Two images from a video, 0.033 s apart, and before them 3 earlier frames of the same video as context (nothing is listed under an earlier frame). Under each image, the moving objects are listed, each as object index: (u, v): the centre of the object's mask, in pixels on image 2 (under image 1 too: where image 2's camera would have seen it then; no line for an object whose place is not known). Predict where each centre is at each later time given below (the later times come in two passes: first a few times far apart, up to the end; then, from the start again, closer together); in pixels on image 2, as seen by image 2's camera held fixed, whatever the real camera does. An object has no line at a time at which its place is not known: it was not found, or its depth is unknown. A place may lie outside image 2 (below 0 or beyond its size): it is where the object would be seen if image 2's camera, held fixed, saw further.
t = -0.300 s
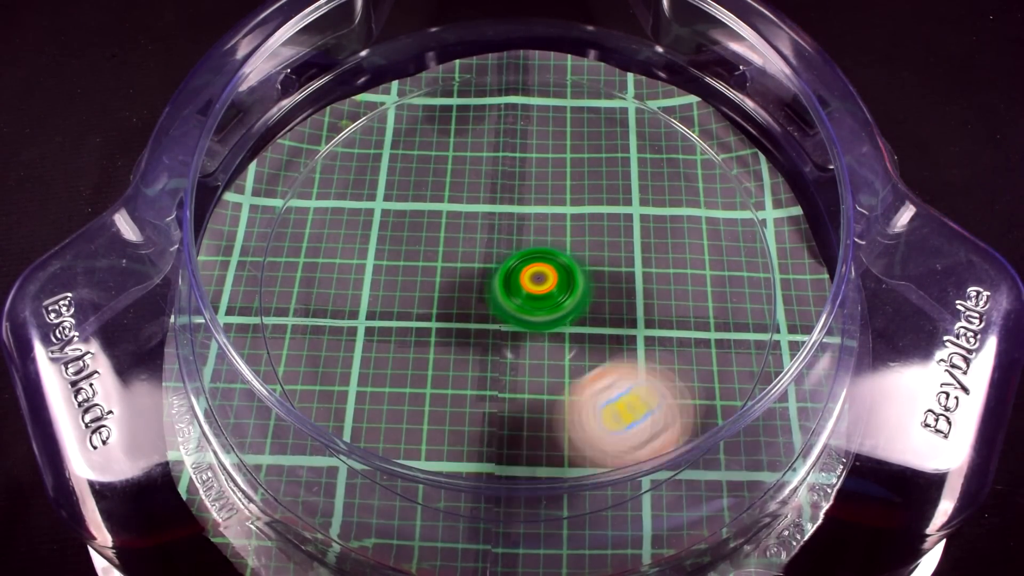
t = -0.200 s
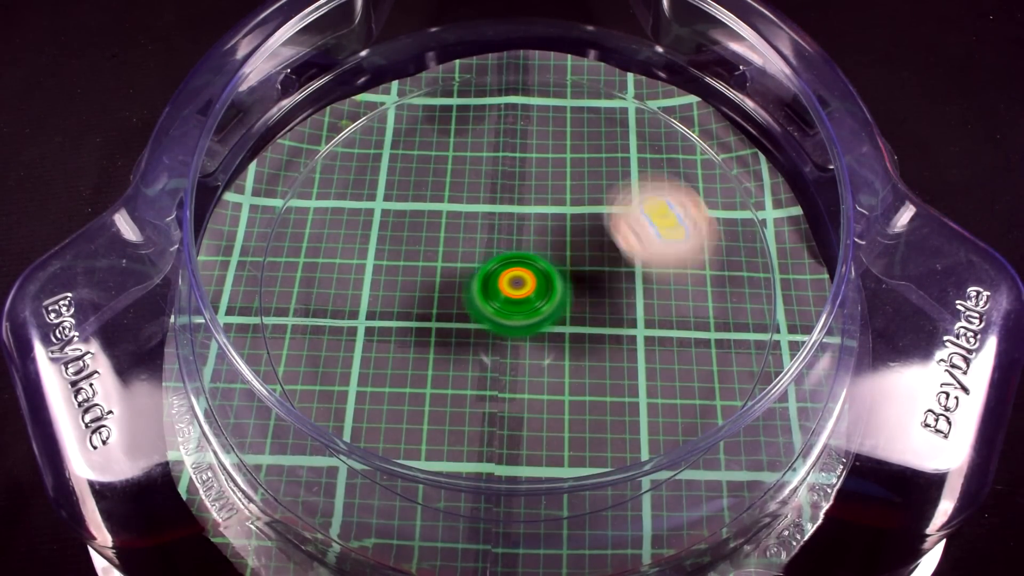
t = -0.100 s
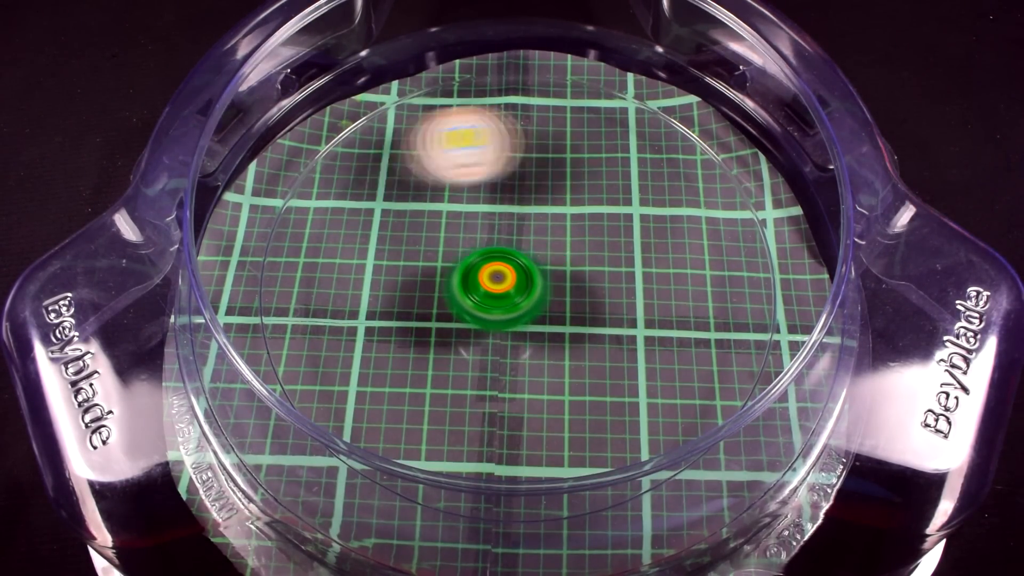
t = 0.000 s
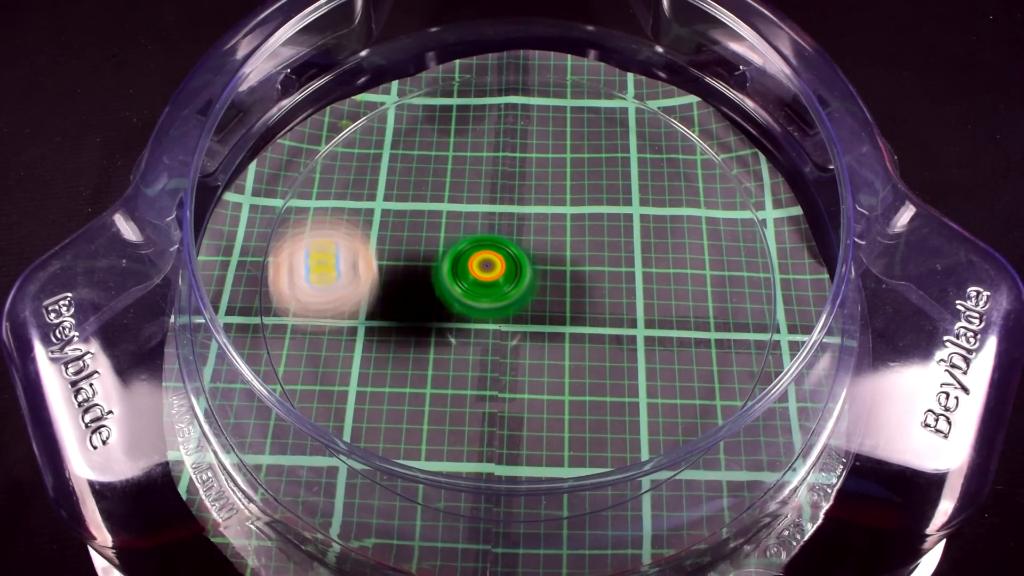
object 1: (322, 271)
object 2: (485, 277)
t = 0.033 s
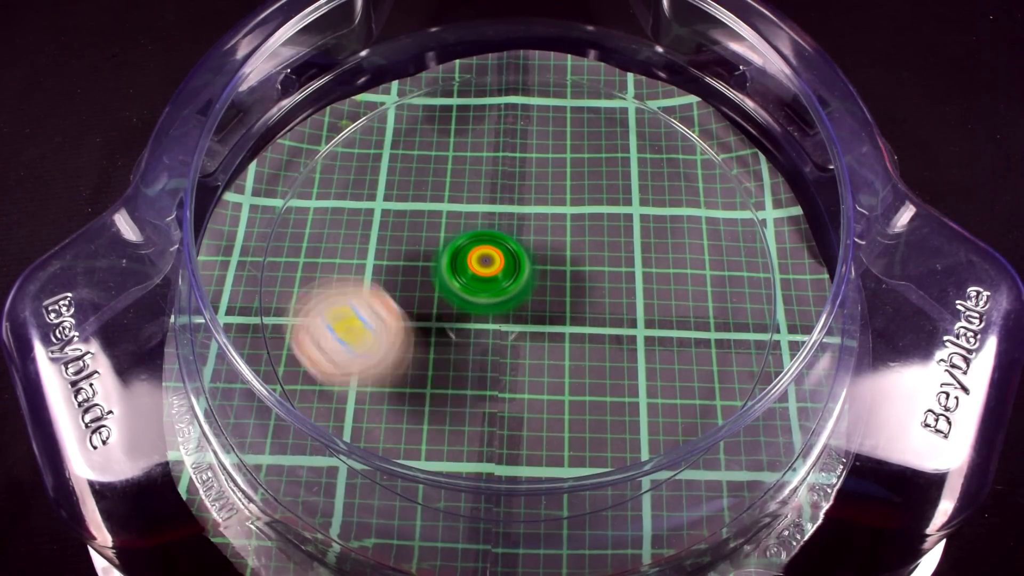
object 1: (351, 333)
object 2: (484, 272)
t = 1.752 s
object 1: (459, 331)
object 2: (478, 212)
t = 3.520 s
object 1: (600, 189)
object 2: (513, 251)
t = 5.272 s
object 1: (516, 165)
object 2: (503, 286)
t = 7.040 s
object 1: (493, 231)
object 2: (592, 281)
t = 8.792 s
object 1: (551, 249)
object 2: (446, 260)
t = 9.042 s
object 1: (554, 244)
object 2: (449, 257)
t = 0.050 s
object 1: (381, 360)
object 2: (485, 270)
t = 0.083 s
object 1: (461, 390)
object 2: (485, 263)
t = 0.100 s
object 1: (506, 389)
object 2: (487, 261)
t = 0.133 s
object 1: (583, 359)
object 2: (490, 254)
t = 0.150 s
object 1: (612, 336)
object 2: (492, 252)
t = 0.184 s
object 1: (652, 270)
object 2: (496, 247)
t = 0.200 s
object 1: (658, 237)
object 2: (498, 245)
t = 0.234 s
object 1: (644, 176)
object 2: (503, 241)
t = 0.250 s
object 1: (626, 152)
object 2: (505, 239)
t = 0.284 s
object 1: (575, 116)
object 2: (510, 237)
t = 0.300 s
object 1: (544, 108)
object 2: (512, 237)
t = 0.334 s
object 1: (481, 113)
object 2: (519, 237)
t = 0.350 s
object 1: (453, 126)
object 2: (523, 237)
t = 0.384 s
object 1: (407, 171)
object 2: (529, 239)
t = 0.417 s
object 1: (390, 234)
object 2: (534, 242)
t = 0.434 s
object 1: (394, 270)
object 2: (538, 243)
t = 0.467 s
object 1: (431, 332)
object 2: (543, 247)
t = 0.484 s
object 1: (458, 356)
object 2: (545, 248)
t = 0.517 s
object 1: (531, 384)
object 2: (549, 252)
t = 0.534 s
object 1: (568, 386)
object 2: (550, 254)
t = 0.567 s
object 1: (640, 364)
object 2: (551, 258)
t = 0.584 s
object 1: (664, 343)
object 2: (551, 260)
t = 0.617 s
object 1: (690, 290)
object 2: (551, 265)
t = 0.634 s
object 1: (691, 266)
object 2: (550, 268)
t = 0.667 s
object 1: (668, 218)
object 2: (547, 272)
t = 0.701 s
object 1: (620, 183)
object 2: (541, 275)
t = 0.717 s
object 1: (590, 172)
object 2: (538, 278)
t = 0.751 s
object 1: (527, 167)
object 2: (533, 281)
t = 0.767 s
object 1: (496, 171)
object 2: (529, 282)
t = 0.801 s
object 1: (438, 196)
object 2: (523, 284)
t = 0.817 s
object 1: (412, 215)
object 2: (518, 285)
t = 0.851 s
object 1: (382, 264)
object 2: (512, 287)
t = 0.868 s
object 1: (380, 287)
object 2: (509, 287)
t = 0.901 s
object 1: (395, 335)
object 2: (505, 286)
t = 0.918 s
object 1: (410, 352)
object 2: (503, 285)
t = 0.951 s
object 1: (451, 370)
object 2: (499, 283)
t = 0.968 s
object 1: (471, 371)
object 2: (498, 280)
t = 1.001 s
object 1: (505, 366)
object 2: (495, 275)
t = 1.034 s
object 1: (531, 357)
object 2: (492, 271)
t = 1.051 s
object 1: (539, 351)
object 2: (491, 269)
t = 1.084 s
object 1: (553, 341)
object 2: (489, 265)
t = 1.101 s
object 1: (558, 335)
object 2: (489, 263)
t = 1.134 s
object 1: (567, 323)
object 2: (489, 259)
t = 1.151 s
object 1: (571, 316)
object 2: (490, 257)
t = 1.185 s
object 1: (578, 303)
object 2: (492, 254)
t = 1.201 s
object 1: (580, 297)
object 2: (494, 251)
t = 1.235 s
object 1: (586, 287)
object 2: (497, 247)
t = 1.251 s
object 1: (591, 289)
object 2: (498, 242)
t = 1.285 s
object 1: (609, 291)
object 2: (504, 232)
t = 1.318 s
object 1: (616, 287)
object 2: (513, 230)
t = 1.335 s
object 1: (615, 284)
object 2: (518, 230)
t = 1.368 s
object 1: (613, 282)
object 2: (526, 229)
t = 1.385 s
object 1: (613, 284)
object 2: (528, 229)
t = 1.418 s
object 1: (616, 296)
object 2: (527, 223)
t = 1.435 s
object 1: (613, 299)
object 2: (527, 224)
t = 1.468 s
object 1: (601, 299)
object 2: (529, 229)
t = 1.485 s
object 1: (598, 301)
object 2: (527, 228)
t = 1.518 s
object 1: (590, 309)
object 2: (523, 227)
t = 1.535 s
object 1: (583, 311)
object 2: (521, 229)
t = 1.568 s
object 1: (565, 315)
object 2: (517, 231)
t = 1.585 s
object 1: (557, 333)
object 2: (510, 215)
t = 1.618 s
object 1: (536, 358)
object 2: (501, 202)
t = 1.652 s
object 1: (513, 364)
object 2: (492, 200)
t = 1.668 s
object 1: (502, 363)
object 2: (488, 199)
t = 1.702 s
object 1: (483, 354)
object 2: (482, 202)
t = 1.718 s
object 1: (475, 348)
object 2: (480, 205)
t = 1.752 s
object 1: (459, 331)
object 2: (478, 212)
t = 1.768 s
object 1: (452, 320)
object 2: (478, 217)
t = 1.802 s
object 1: (422, 318)
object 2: (494, 206)
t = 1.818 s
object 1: (390, 338)
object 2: (515, 187)
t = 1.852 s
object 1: (371, 350)
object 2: (545, 176)
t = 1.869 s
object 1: (374, 349)
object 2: (548, 176)
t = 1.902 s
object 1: (391, 342)
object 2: (550, 180)
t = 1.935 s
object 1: (413, 330)
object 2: (550, 187)
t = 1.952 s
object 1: (424, 321)
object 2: (550, 193)
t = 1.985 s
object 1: (448, 290)
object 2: (548, 206)
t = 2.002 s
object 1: (460, 271)
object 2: (547, 214)
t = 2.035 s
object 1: (436, 251)
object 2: (584, 215)
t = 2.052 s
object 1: (434, 245)
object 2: (592, 220)
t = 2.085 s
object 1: (437, 239)
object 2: (589, 230)
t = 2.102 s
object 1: (440, 237)
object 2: (585, 236)
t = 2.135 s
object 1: (450, 234)
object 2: (576, 248)
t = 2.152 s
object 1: (459, 232)
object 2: (570, 253)
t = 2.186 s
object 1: (462, 214)
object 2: (571, 277)
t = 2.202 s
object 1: (464, 208)
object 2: (568, 288)
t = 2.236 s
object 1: (472, 204)
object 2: (550, 297)
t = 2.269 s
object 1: (483, 203)
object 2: (524, 298)
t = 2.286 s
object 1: (488, 204)
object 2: (509, 296)
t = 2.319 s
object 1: (508, 195)
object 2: (483, 303)
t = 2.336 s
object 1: (519, 192)
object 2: (471, 303)
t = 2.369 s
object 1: (541, 194)
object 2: (455, 296)
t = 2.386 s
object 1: (553, 197)
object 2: (449, 291)
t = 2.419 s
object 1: (573, 204)
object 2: (444, 282)
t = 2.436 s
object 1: (581, 209)
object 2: (444, 276)
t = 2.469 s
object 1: (592, 222)
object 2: (450, 265)
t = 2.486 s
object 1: (595, 229)
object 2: (455, 259)
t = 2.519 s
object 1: (598, 246)
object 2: (472, 246)
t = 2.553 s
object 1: (596, 265)
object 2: (494, 233)
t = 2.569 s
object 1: (593, 275)
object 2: (504, 226)
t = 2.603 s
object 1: (583, 293)
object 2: (526, 217)
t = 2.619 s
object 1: (577, 301)
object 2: (537, 215)
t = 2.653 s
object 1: (560, 313)
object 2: (555, 213)
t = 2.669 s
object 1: (549, 318)
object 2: (561, 214)
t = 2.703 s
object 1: (528, 323)
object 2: (572, 220)
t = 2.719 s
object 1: (516, 324)
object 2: (576, 223)
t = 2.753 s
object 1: (496, 319)
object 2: (580, 233)
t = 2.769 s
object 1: (487, 316)
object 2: (580, 239)
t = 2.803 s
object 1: (469, 305)
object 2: (573, 254)
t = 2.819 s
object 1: (462, 299)
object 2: (568, 263)
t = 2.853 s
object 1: (434, 279)
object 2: (572, 286)
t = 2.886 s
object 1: (401, 255)
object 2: (573, 299)
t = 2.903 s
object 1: (389, 245)
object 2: (566, 302)
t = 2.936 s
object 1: (382, 231)
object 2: (547, 305)
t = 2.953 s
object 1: (385, 227)
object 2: (536, 305)
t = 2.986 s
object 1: (398, 223)
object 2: (510, 301)
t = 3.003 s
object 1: (408, 221)
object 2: (498, 298)
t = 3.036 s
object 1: (433, 207)
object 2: (483, 296)
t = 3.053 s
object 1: (448, 199)
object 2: (479, 295)
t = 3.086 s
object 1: (464, 191)
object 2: (476, 291)
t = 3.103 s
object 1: (471, 188)
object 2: (476, 290)
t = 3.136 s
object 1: (484, 183)
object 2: (475, 288)
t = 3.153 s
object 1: (490, 180)
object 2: (474, 287)
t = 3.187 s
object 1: (503, 175)
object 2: (474, 284)
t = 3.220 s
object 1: (515, 172)
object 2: (474, 281)
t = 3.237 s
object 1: (522, 171)
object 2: (475, 279)
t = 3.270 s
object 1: (534, 169)
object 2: (476, 276)
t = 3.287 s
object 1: (539, 168)
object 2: (478, 275)
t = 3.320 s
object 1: (550, 168)
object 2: (481, 271)
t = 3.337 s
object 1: (555, 169)
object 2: (484, 269)
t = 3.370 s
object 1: (565, 170)
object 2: (487, 265)
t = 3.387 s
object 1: (570, 171)
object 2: (491, 264)
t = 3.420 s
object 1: (578, 174)
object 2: (495, 259)
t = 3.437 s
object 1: (582, 176)
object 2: (498, 258)
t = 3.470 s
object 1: (590, 180)
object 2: (503, 255)
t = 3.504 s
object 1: (597, 186)
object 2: (509, 253)
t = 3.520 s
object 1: (600, 189)
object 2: (513, 251)
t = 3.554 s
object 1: (607, 195)
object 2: (518, 250)
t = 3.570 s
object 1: (616, 196)
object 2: (515, 250)
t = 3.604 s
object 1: (631, 200)
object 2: (509, 253)
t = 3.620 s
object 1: (637, 203)
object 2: (508, 253)
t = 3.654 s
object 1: (648, 208)
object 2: (507, 254)
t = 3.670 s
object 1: (652, 211)
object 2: (507, 253)
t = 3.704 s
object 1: (660, 218)
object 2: (509, 255)
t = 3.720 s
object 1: (662, 222)
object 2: (509, 255)
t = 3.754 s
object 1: (666, 229)
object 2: (509, 258)
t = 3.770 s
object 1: (667, 233)
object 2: (509, 258)
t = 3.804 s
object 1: (668, 240)
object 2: (510, 260)
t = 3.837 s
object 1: (667, 247)
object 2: (510, 260)
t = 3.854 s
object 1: (665, 251)
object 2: (510, 262)
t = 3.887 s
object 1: (661, 259)
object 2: (510, 263)
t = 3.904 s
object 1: (658, 263)
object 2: (510, 264)
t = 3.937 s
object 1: (652, 271)
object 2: (509, 265)
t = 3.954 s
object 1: (648, 276)
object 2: (509, 266)
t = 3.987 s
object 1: (640, 285)
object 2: (508, 267)
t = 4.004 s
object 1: (636, 289)
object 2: (508, 268)
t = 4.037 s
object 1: (625, 298)
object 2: (506, 269)
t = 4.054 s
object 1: (620, 303)
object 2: (507, 269)
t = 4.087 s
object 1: (608, 310)
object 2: (504, 270)
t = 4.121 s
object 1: (596, 319)
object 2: (502, 270)
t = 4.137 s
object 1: (591, 325)
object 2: (497, 267)
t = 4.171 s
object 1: (579, 336)
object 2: (493, 261)
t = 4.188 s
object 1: (573, 339)
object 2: (490, 261)
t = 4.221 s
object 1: (560, 345)
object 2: (490, 259)
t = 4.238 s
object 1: (553, 348)
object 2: (488, 258)
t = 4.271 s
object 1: (539, 351)
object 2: (487, 255)
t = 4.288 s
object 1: (531, 353)
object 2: (486, 255)
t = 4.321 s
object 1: (515, 356)
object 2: (486, 253)
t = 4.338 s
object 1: (509, 357)
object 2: (486, 253)
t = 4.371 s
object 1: (495, 358)
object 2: (485, 251)
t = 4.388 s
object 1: (488, 358)
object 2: (486, 250)
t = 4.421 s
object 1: (474, 356)
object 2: (486, 249)
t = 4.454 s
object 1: (460, 353)
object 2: (488, 248)
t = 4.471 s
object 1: (453, 351)
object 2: (488, 247)
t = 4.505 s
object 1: (442, 347)
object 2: (492, 247)
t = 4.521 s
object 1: (437, 344)
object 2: (492, 247)
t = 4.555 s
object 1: (428, 337)
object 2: (495, 246)
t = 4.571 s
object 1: (425, 334)
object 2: (495, 247)
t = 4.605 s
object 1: (418, 326)
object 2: (499, 246)
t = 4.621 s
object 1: (414, 322)
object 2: (500, 248)
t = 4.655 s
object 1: (411, 314)
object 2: (503, 248)
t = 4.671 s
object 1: (410, 309)
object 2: (506, 250)
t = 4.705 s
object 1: (406, 299)
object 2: (507, 251)
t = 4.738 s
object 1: (405, 289)
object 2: (510, 255)
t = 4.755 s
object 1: (405, 284)
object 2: (511, 256)
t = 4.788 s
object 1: (407, 273)
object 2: (514, 259)
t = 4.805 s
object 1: (407, 268)
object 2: (514, 261)
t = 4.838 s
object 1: (409, 257)
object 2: (517, 264)
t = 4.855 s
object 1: (410, 252)
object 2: (517, 266)
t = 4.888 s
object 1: (415, 242)
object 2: (518, 268)
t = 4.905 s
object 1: (418, 236)
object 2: (519, 271)
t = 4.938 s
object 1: (423, 225)
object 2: (519, 273)
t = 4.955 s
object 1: (426, 221)
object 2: (520, 275)
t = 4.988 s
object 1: (433, 212)
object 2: (519, 277)
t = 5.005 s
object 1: (437, 208)
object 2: (519, 278)
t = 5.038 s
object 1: (445, 200)
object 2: (517, 281)
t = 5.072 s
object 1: (454, 192)
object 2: (516, 284)
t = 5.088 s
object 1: (458, 189)
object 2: (513, 285)
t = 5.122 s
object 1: (468, 183)
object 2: (513, 285)
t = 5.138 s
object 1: (474, 180)
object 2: (512, 286)
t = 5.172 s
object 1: (484, 174)
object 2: (510, 286)
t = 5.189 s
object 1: (489, 171)
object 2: (510, 287)
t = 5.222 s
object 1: (500, 169)
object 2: (506, 286)
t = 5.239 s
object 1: (505, 167)
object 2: (507, 287)
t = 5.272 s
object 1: (516, 165)
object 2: (503, 286)
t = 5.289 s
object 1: (521, 164)
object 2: (503, 285)
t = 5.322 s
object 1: (531, 165)
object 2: (501, 284)
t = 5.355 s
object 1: (542, 166)
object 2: (501, 283)
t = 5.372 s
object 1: (547, 167)
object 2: (500, 283)
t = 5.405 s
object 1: (557, 170)
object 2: (500, 280)
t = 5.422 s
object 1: (561, 172)
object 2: (500, 280)
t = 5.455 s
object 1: (571, 177)
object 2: (500, 277)
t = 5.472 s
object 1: (576, 180)
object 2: (501, 277)
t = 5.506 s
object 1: (584, 185)
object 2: (501, 275)
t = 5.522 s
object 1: (588, 189)
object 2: (503, 273)
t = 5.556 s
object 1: (595, 197)
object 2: (504, 272)
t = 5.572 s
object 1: (599, 201)
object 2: (506, 270)
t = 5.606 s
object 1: (605, 208)
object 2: (509, 269)
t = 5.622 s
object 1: (607, 213)
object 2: (510, 268)
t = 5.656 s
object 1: (612, 223)
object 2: (515, 268)
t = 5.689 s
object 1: (619, 233)
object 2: (514, 267)
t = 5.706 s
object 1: (624, 238)
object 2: (513, 266)
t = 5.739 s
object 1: (627, 249)
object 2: (510, 265)
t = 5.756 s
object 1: (629, 254)
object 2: (510, 263)
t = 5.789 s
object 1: (631, 263)
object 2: (512, 264)
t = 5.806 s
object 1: (631, 268)
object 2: (512, 264)
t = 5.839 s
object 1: (629, 279)
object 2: (513, 265)
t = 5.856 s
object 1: (629, 284)
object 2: (512, 266)
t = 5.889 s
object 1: (626, 293)
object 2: (512, 264)
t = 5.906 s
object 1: (623, 298)
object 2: (512, 265)
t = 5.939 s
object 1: (618, 308)
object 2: (513, 265)
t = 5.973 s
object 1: (612, 315)
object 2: (514, 267)
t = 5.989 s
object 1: (607, 319)
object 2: (512, 267)
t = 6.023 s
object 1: (597, 327)
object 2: (513, 266)
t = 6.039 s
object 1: (592, 330)
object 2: (513, 267)
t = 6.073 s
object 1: (585, 340)
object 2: (512, 259)
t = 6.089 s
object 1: (582, 355)
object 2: (509, 247)
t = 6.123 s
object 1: (577, 379)
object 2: (500, 226)
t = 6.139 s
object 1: (573, 386)
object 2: (495, 216)
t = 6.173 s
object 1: (563, 397)
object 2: (490, 200)
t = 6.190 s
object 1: (560, 401)
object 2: (488, 194)
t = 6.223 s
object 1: (551, 405)
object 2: (484, 183)
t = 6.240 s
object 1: (545, 407)
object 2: (482, 179)
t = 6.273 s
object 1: (536, 409)
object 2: (482, 174)
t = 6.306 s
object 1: (525, 409)
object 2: (482, 168)
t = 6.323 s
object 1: (519, 408)
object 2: (484, 166)
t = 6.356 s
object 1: (507, 405)
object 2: (487, 165)
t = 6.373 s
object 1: (502, 404)
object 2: (488, 165)
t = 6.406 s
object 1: (491, 397)
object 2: (492, 165)
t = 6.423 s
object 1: (486, 394)
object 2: (495, 167)
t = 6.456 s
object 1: (478, 384)
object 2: (496, 170)
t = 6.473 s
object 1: (473, 380)
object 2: (499, 171)
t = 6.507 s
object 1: (468, 370)
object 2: (505, 177)
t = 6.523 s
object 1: (465, 364)
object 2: (508, 181)
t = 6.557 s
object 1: (462, 353)
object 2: (512, 189)
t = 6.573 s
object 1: (461, 346)
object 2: (515, 193)
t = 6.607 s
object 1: (460, 335)
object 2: (519, 204)
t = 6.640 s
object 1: (461, 323)
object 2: (521, 212)
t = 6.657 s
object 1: (461, 317)
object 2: (524, 216)
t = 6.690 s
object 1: (465, 306)
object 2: (525, 226)
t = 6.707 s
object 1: (464, 302)
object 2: (527, 231)
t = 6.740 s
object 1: (459, 294)
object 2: (541, 236)
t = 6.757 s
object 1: (459, 289)
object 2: (545, 237)
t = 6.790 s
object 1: (456, 279)
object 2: (557, 243)
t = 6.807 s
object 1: (453, 274)
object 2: (566, 248)
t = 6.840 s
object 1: (452, 264)
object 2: (585, 252)
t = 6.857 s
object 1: (453, 258)
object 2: (591, 257)
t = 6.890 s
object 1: (460, 251)
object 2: (602, 264)
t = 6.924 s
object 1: (466, 245)
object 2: (608, 267)
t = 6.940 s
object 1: (469, 242)
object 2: (608, 270)
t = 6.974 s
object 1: (477, 237)
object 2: (606, 275)
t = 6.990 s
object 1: (481, 235)
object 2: (605, 278)
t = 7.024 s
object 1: (489, 232)
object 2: (598, 281)
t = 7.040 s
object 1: (493, 231)
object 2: (592, 281)
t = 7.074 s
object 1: (503, 229)
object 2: (584, 280)
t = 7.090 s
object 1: (506, 228)
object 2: (581, 280)
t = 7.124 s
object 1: (509, 218)
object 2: (581, 290)
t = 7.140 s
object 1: (510, 214)
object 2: (582, 293)
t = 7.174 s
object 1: (516, 208)
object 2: (579, 297)
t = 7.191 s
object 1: (521, 209)
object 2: (578, 298)
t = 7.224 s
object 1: (529, 210)
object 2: (575, 300)
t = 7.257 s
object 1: (537, 212)
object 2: (572, 299)
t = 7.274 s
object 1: (541, 212)
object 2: (573, 300)
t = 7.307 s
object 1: (547, 214)
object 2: (567, 301)
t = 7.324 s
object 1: (551, 215)
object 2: (564, 302)
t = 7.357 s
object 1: (557, 219)
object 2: (555, 306)
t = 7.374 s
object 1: (559, 221)
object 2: (549, 309)
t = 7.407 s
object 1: (565, 223)
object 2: (535, 315)
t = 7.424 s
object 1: (567, 226)
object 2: (529, 318)
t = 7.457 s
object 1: (570, 232)
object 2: (518, 324)
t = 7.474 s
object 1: (570, 235)
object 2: (514, 326)
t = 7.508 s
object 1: (569, 243)
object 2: (508, 330)
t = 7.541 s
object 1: (567, 249)
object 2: (503, 331)
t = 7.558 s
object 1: (564, 252)
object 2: (501, 331)
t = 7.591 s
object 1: (561, 257)
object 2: (497, 329)
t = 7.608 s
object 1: (559, 260)
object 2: (496, 327)
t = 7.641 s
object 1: (555, 264)
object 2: (493, 322)
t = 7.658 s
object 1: (555, 265)
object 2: (488, 320)
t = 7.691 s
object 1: (557, 268)
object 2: (477, 316)
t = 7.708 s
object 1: (556, 269)
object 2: (471, 315)
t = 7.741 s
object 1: (551, 272)
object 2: (467, 309)
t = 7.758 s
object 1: (550, 272)
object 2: (466, 306)
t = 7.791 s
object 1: (544, 274)
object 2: (463, 301)
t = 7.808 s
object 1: (542, 275)
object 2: (460, 297)
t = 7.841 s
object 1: (548, 278)
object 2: (447, 290)
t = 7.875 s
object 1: (548, 280)
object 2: (439, 281)
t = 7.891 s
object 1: (549, 280)
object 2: (436, 277)
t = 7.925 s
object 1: (548, 280)
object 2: (434, 271)
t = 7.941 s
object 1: (547, 279)
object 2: (434, 269)
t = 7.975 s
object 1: (548, 277)
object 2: (436, 267)
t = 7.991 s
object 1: (549, 277)
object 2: (437, 266)
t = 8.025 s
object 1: (550, 276)
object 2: (442, 265)
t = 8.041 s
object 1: (550, 275)
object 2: (444, 265)
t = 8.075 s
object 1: (548, 274)
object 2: (448, 265)
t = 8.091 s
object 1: (547, 273)
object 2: (449, 265)
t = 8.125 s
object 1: (549, 271)
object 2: (450, 265)
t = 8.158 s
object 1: (550, 270)
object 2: (450, 264)
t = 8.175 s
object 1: (552, 270)
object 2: (448, 263)
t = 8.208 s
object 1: (554, 269)
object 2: (447, 262)
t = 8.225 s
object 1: (554, 268)
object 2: (447, 262)
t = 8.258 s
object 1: (556, 265)
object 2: (448, 263)
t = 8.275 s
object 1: (557, 264)
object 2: (449, 263)
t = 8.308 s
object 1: (560, 266)
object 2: (449, 263)
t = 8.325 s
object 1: (560, 266)
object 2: (450, 263)
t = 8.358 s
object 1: (560, 265)
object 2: (451, 263)
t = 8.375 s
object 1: (559, 265)
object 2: (449, 263)
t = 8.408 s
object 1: (557, 264)
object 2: (450, 263)
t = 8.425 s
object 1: (557, 263)
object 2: (450, 263)
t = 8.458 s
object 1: (557, 261)
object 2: (450, 262)
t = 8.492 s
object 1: (557, 259)
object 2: (450, 263)
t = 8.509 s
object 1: (558, 259)
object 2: (450, 263)
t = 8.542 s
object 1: (558, 258)
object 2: (450, 263)
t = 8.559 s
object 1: (558, 258)
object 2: (450, 263)
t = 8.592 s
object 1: (557, 258)
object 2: (450, 263)
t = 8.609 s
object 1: (556, 258)
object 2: (449, 263)
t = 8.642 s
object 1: (555, 256)
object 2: (449, 263)
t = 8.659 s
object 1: (555, 256)
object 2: (449, 263)
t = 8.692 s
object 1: (551, 255)
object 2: (449, 263)
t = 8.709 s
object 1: (549, 253)
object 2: (449, 263)
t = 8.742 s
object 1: (549, 251)
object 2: (449, 263)
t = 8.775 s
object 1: (548, 249)
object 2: (448, 262)
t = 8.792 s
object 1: (551, 249)
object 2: (446, 260)
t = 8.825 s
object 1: (551, 251)
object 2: (444, 257)
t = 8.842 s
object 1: (549, 249)
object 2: (444, 256)
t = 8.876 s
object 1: (548, 246)
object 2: (445, 254)
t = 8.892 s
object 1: (548, 244)
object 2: (446, 254)
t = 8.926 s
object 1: (550, 242)
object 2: (448, 255)
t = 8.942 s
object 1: (550, 242)
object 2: (448, 256)
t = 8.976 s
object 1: (552, 241)
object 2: (449, 256)
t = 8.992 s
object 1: (553, 241)
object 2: (449, 257)
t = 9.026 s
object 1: (554, 243)
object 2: (449, 257)
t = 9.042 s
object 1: (554, 244)
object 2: (449, 257)
